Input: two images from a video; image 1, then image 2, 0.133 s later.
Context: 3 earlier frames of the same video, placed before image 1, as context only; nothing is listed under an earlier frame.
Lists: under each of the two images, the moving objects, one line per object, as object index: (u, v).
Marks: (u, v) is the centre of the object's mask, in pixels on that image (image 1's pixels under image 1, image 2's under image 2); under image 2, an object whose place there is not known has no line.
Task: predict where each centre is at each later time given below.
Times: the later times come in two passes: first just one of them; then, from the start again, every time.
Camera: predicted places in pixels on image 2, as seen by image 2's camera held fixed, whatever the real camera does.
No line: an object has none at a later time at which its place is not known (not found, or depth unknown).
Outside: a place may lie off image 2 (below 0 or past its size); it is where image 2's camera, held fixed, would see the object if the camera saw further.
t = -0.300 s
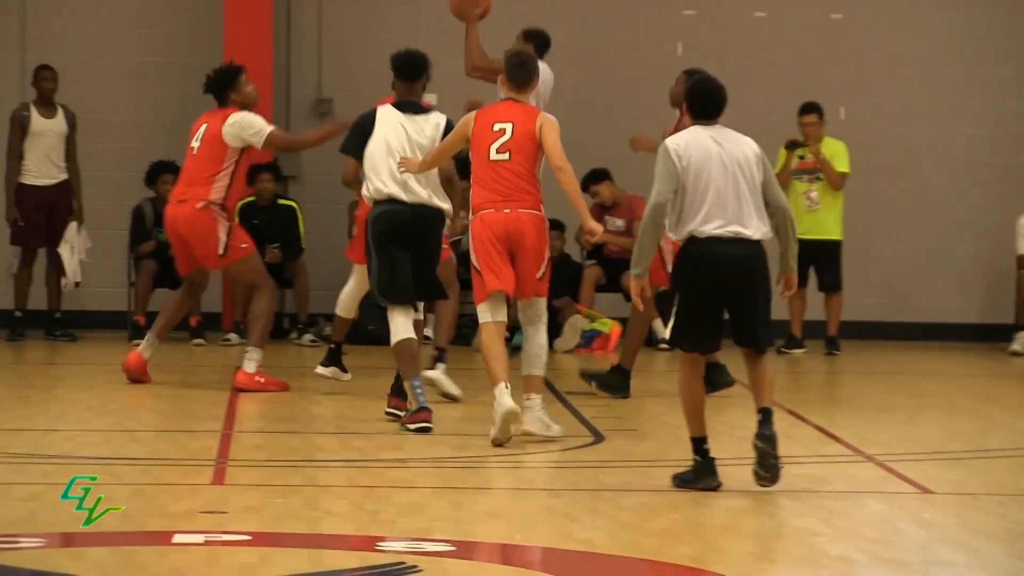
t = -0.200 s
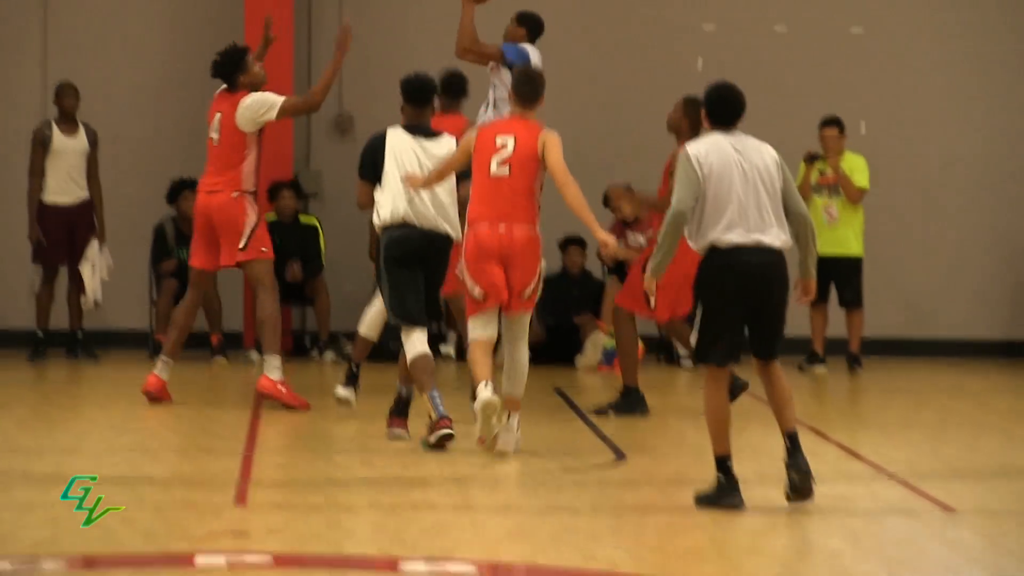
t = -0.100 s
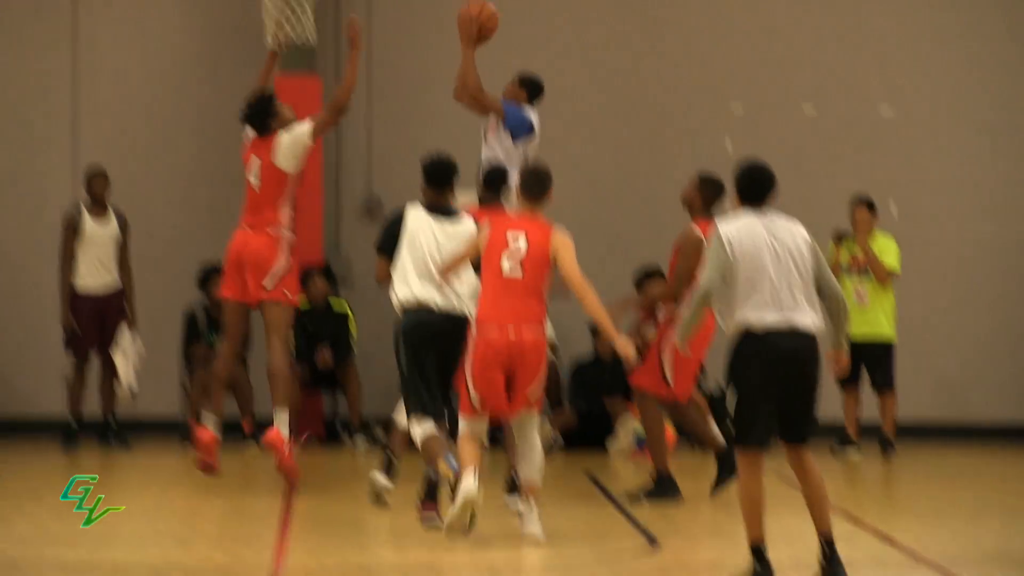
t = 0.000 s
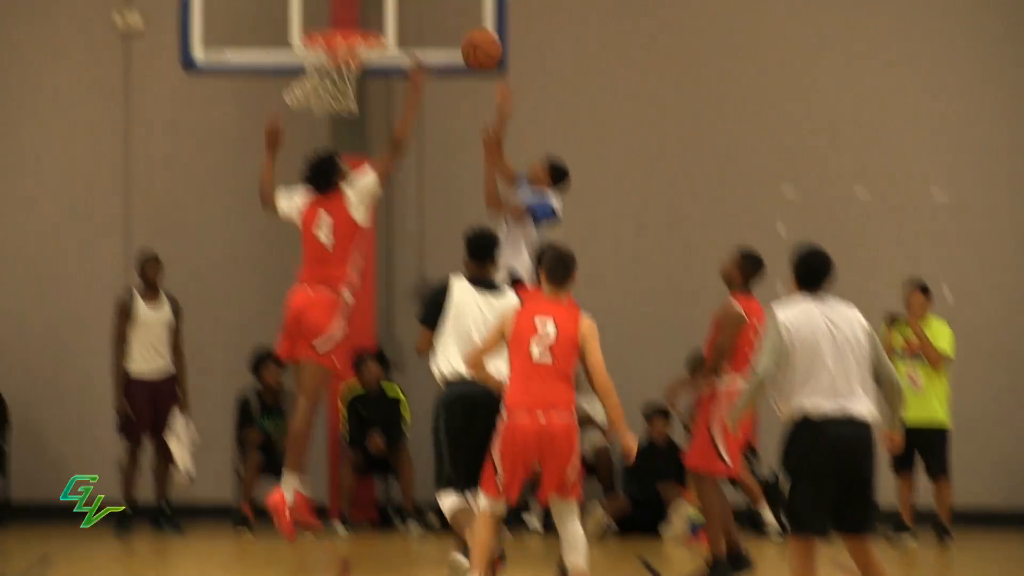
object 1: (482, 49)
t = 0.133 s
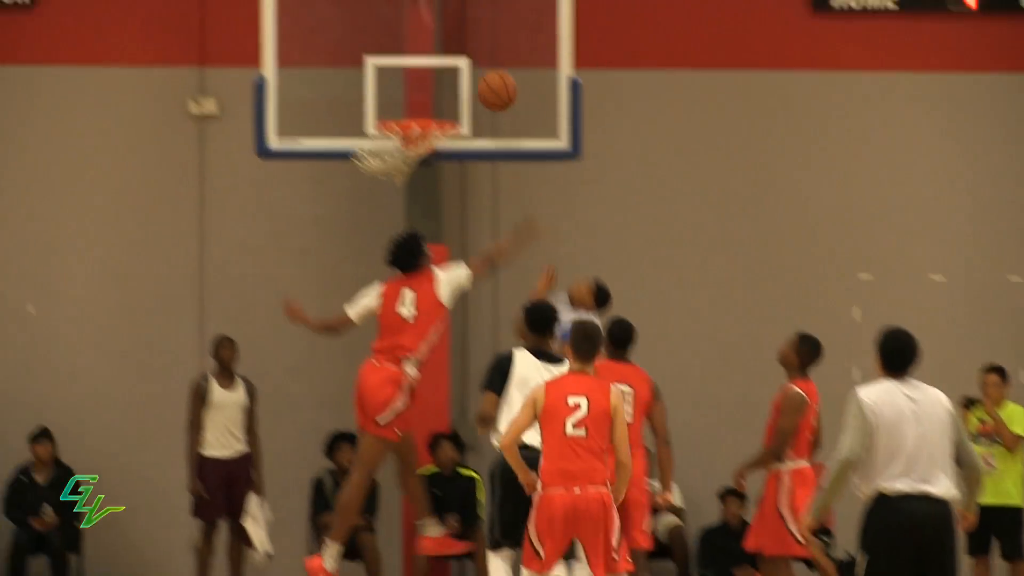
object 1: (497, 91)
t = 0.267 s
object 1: (458, 84)
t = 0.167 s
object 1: (488, 86)
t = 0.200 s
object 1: (477, 84)
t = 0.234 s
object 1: (468, 83)
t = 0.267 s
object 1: (458, 84)
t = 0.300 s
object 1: (448, 86)
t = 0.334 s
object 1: (438, 89)
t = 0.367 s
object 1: (427, 97)
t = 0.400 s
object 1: (418, 103)
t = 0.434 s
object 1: (415, 101)
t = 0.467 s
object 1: (413, 98)
